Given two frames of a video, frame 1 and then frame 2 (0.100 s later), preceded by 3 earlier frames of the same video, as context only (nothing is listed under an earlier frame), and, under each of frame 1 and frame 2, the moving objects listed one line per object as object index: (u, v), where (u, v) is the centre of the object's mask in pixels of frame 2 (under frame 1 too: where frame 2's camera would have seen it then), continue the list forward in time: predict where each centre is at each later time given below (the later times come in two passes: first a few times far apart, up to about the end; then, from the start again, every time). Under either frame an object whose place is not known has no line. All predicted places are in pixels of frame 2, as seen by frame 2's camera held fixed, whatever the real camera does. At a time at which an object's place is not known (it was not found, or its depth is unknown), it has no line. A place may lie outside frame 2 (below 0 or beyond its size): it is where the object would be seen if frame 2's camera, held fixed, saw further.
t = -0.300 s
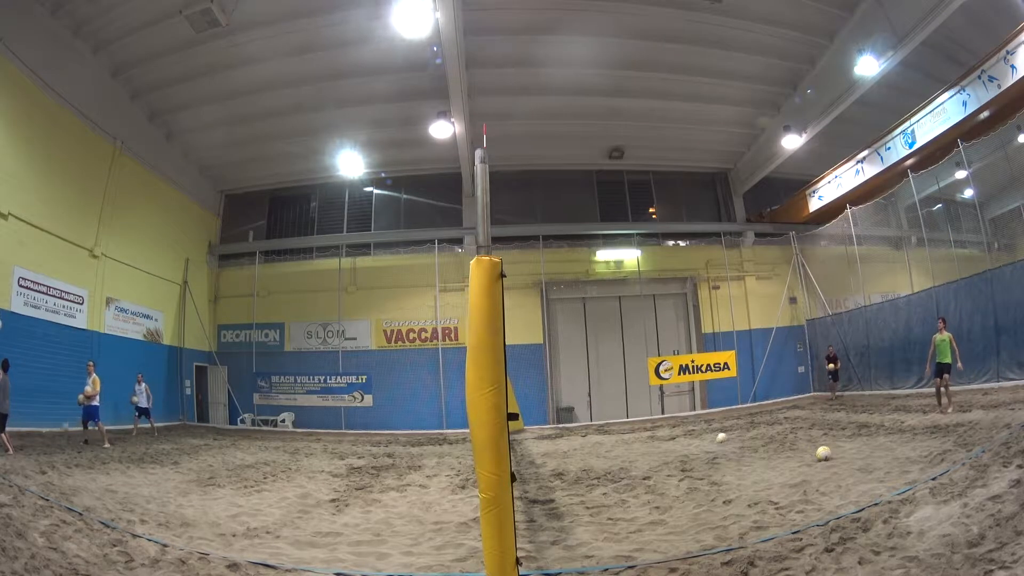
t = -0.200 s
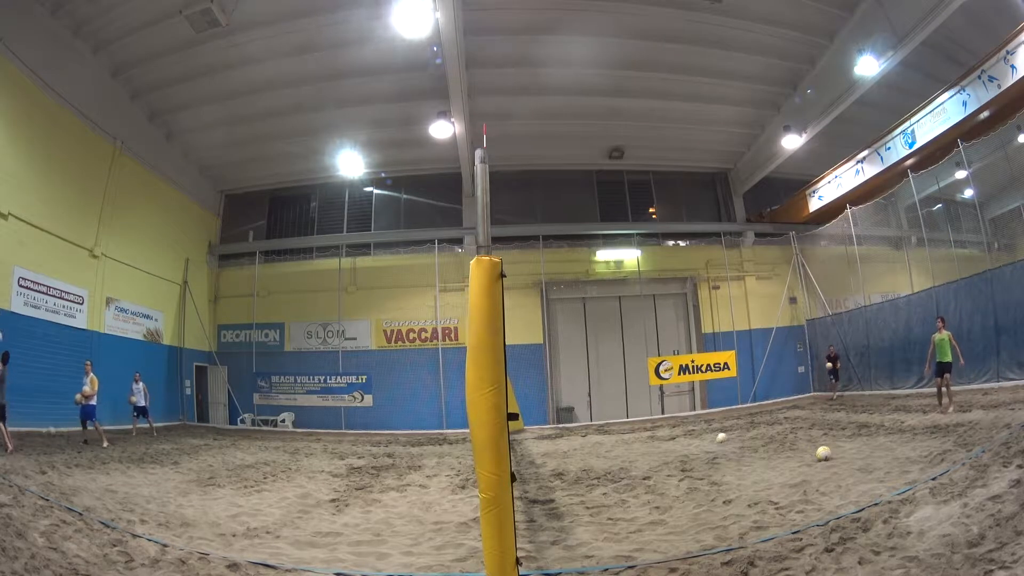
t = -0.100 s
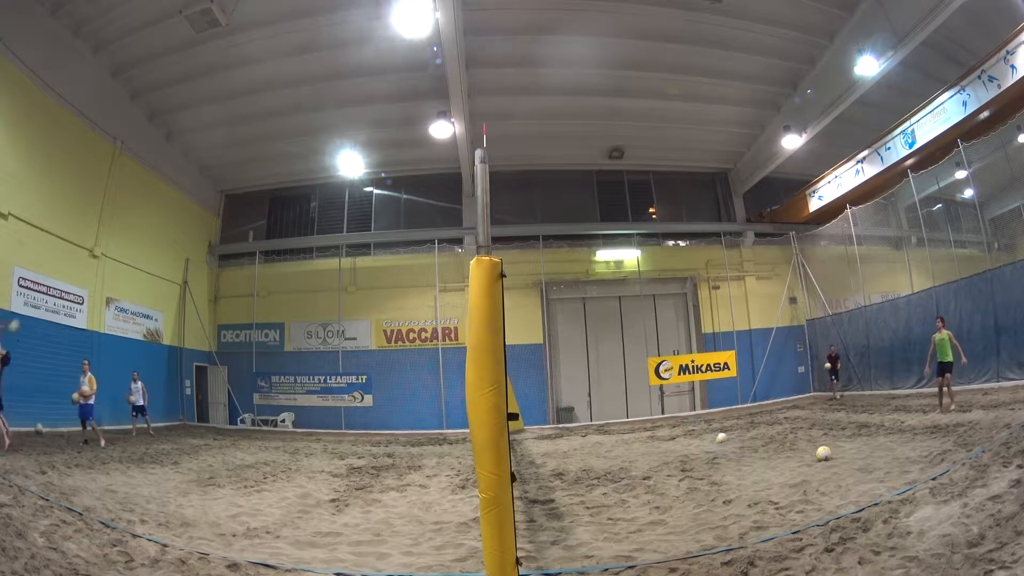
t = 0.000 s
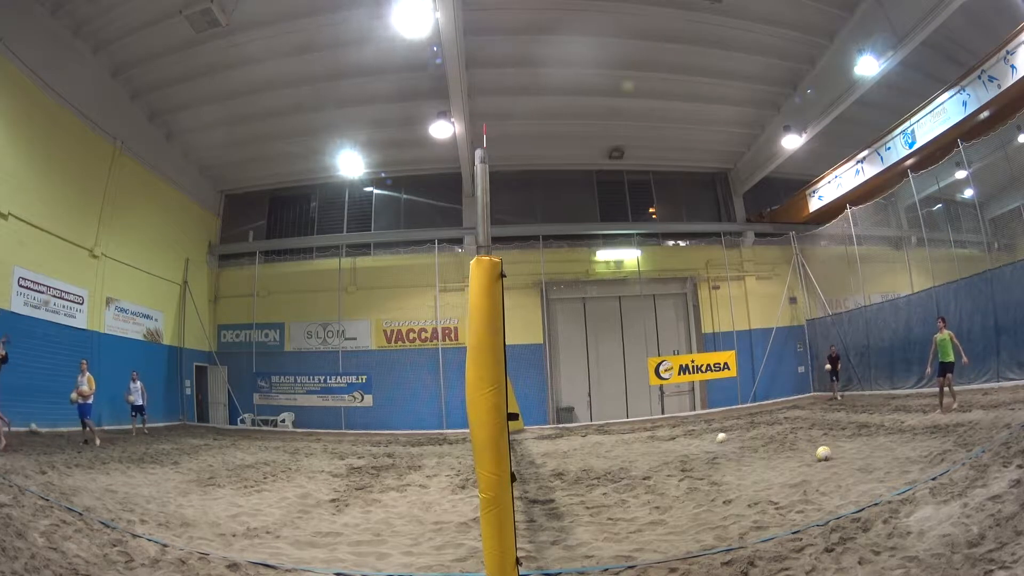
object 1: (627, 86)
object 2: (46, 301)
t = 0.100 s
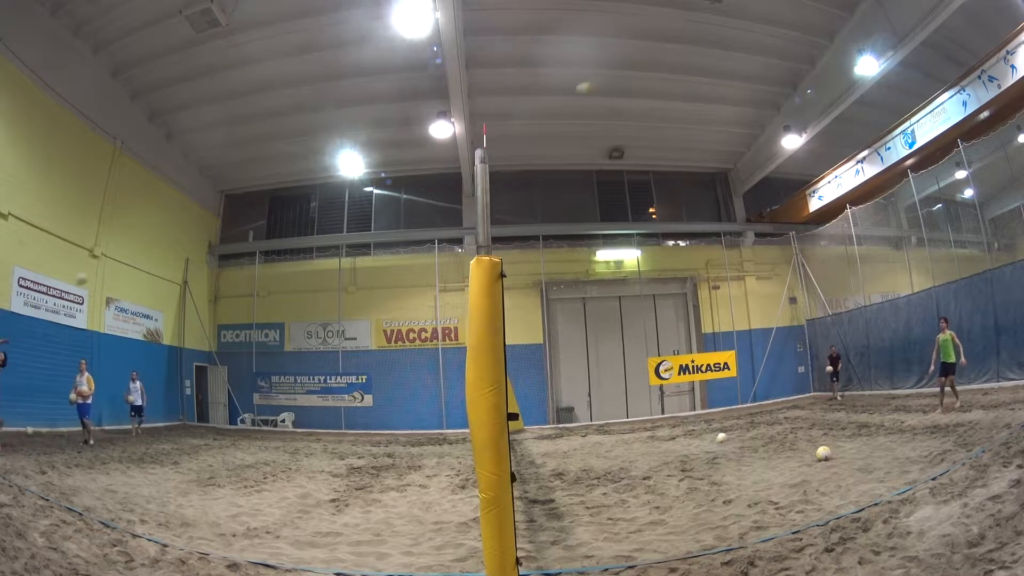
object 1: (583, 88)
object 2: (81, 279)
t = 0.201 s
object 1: (539, 95)
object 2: (122, 261)
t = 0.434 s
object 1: (432, 140)
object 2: (221, 254)
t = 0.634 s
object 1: (345, 210)
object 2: (308, 276)
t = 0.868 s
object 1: (249, 329)
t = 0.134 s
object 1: (569, 90)
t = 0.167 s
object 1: (555, 92)
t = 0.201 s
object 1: (539, 95)
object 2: (122, 261)
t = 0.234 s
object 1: (524, 98)
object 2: (135, 258)
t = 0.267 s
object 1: (508, 102)
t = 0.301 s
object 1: (494, 108)
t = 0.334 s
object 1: (480, 114)
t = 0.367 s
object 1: (465, 121)
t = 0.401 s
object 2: (207, 252)
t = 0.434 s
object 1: (432, 140)
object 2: (221, 254)
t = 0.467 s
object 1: (419, 147)
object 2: (235, 257)
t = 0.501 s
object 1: (405, 158)
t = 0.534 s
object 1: (390, 169)
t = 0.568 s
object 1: (375, 181)
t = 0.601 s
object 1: (359, 195)
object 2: (294, 270)
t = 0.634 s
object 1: (345, 210)
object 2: (308, 276)
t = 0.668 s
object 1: (330, 224)
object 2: (322, 282)
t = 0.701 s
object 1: (315, 239)
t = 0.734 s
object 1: (302, 254)
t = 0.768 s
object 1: (286, 271)
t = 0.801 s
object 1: (274, 289)
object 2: (376, 313)
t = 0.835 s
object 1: (261, 308)
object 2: (390, 321)
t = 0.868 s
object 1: (249, 329)
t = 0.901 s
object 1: (237, 347)
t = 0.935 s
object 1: (226, 367)
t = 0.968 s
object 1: (216, 389)
